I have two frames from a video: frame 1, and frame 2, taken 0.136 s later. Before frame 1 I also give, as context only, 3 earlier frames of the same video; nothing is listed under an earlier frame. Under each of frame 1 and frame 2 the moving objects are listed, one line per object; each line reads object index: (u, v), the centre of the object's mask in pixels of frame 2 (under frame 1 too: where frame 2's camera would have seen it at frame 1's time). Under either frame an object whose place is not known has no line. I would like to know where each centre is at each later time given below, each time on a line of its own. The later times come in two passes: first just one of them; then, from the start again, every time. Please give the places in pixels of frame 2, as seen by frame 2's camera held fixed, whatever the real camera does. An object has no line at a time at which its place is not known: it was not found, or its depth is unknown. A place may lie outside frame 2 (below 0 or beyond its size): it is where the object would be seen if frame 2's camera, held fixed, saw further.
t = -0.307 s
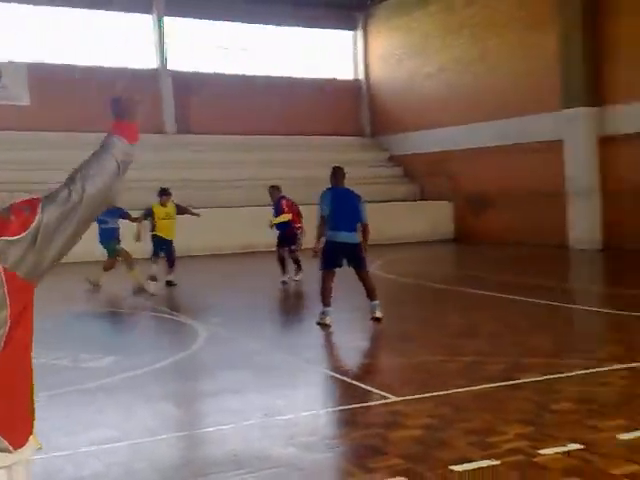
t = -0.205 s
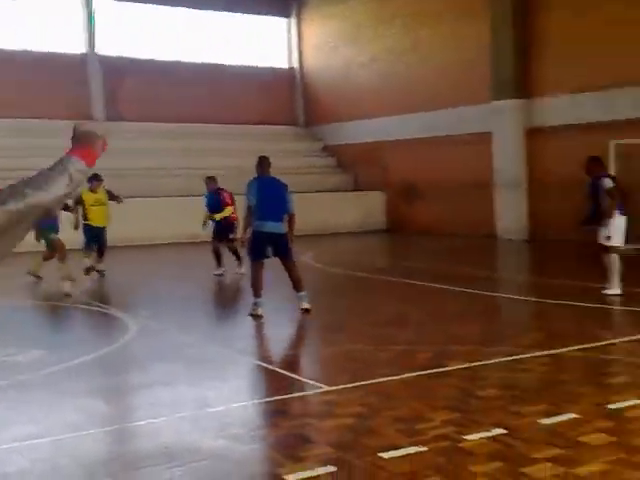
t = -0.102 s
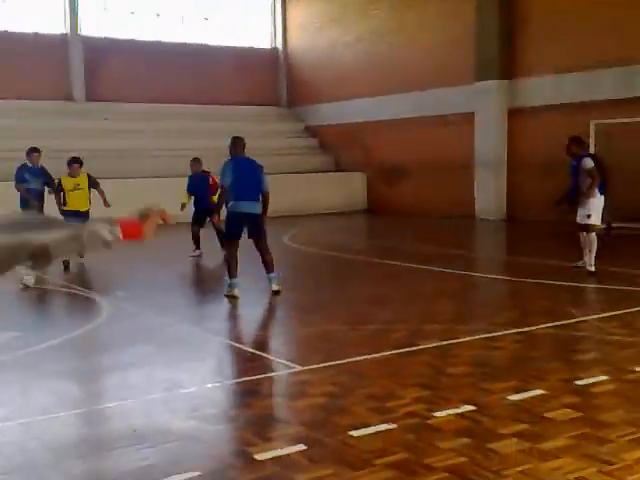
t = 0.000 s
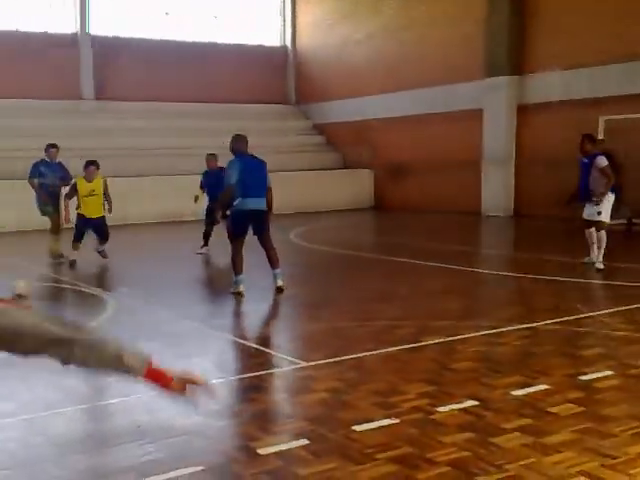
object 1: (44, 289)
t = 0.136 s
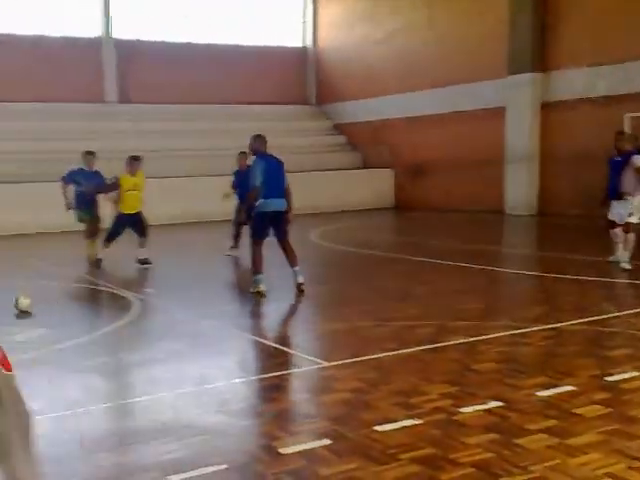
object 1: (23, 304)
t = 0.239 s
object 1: (7, 316)
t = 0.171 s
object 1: (19, 307)
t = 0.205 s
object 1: (14, 312)
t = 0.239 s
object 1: (7, 316)
